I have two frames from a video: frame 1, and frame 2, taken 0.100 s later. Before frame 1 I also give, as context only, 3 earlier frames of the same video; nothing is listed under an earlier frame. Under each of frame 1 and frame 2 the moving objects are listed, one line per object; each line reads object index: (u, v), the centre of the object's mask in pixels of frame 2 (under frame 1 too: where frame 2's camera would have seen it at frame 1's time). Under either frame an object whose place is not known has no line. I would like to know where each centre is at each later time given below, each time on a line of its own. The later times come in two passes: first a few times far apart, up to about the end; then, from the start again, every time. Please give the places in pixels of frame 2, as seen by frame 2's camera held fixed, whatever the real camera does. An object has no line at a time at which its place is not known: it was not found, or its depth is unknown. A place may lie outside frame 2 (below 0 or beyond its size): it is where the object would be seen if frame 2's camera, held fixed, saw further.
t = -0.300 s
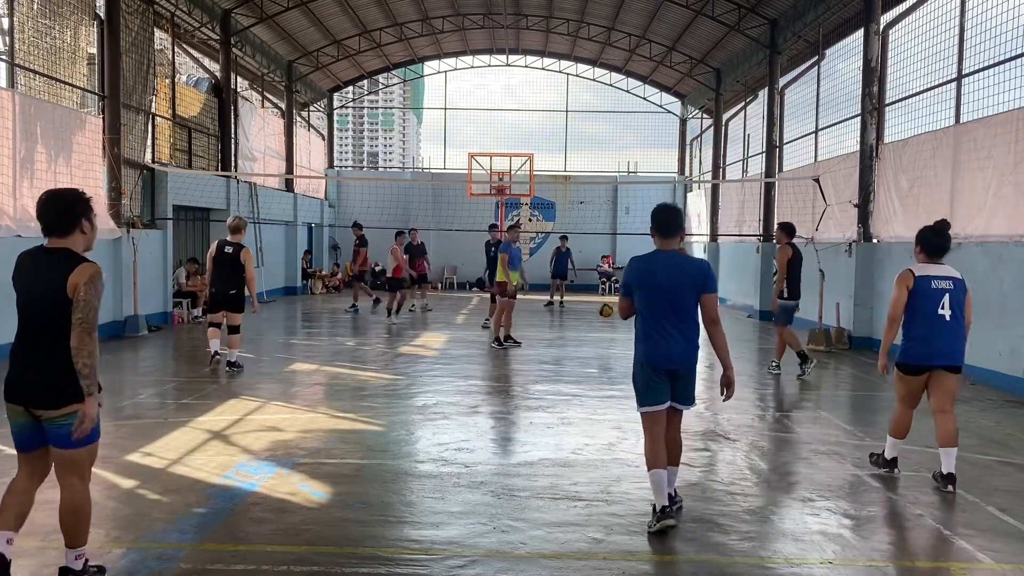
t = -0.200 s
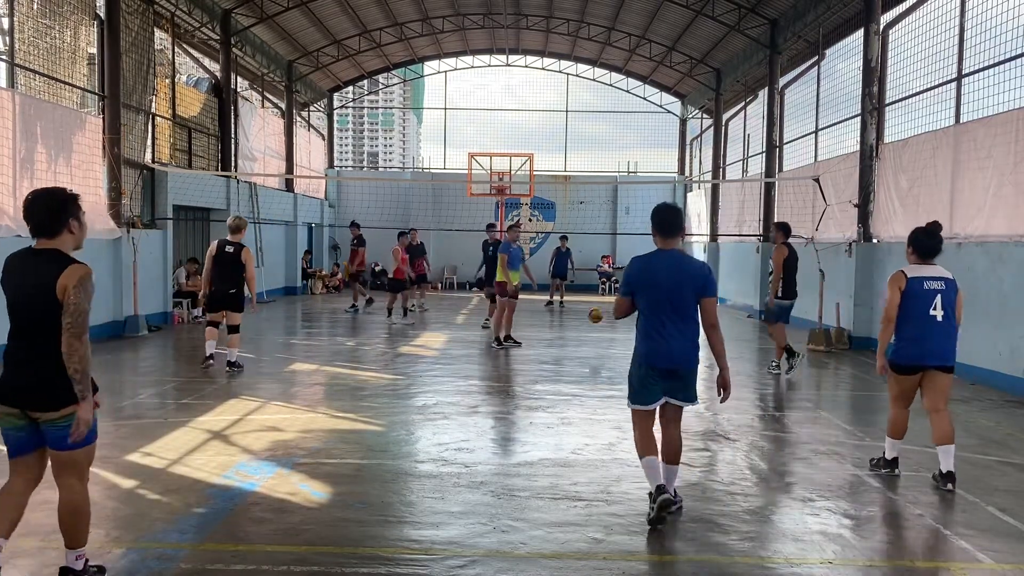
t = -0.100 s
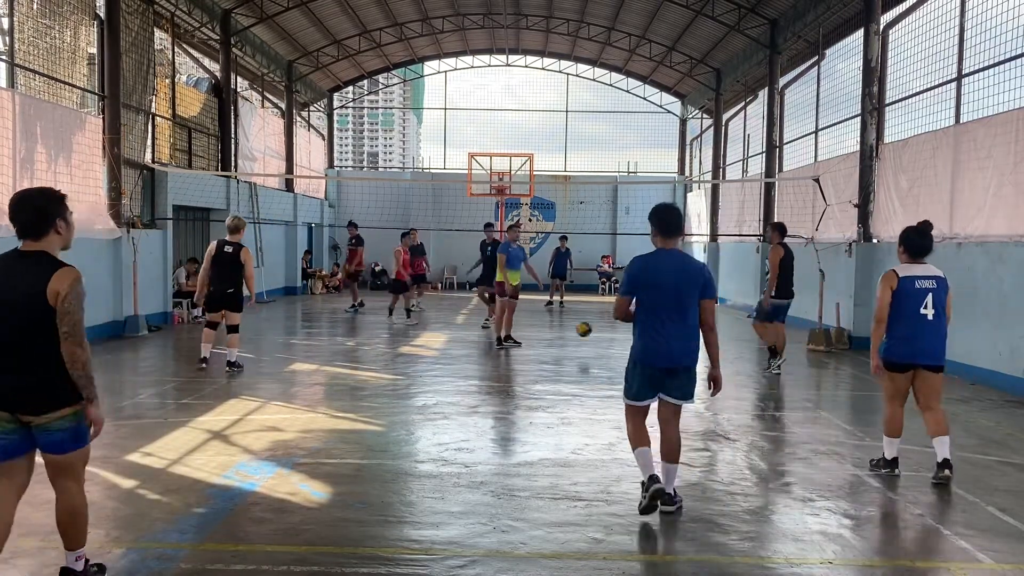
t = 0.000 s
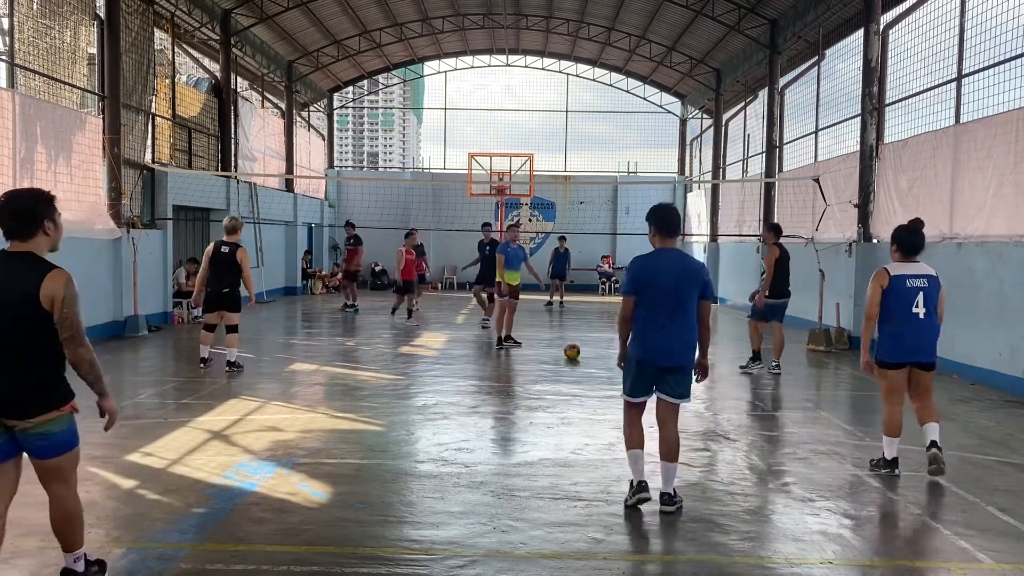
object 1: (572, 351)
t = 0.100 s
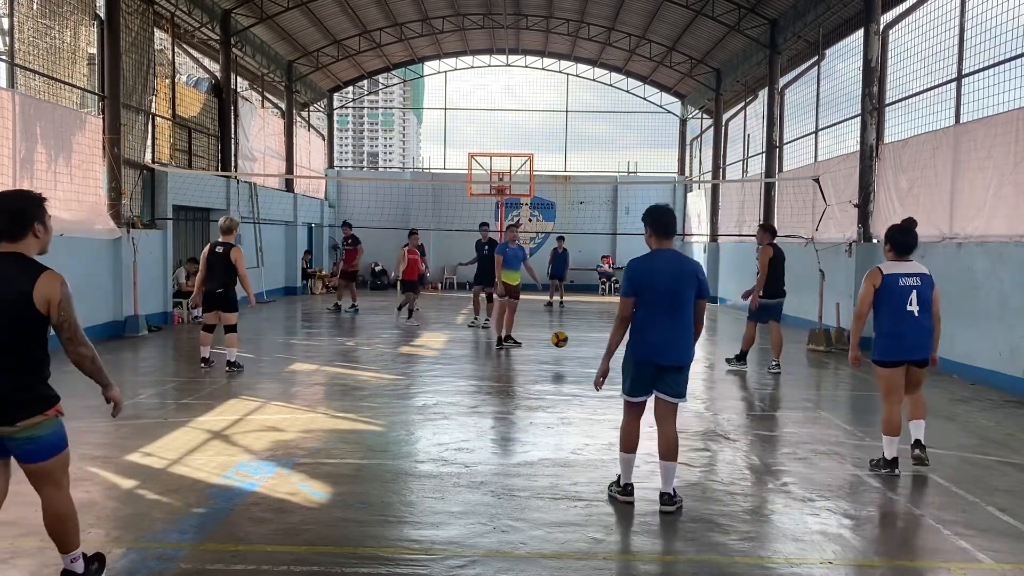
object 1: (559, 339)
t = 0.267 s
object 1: (537, 335)
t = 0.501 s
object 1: (499, 371)
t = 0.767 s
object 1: (445, 366)
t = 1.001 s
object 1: (386, 402)
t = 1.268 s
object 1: (299, 426)
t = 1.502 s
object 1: (197, 455)
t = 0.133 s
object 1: (555, 337)
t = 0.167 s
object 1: (550, 334)
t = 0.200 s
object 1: (546, 334)
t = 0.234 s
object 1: (541, 334)
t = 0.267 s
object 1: (537, 335)
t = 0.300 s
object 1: (531, 337)
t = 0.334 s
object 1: (528, 339)
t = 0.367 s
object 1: (521, 343)
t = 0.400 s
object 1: (516, 350)
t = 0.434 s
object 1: (510, 355)
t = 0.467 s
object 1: (505, 363)
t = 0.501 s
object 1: (499, 371)
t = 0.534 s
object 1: (492, 374)
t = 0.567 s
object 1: (486, 369)
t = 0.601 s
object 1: (481, 366)
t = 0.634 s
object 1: (473, 365)
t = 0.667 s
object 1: (467, 363)
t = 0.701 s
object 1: (460, 363)
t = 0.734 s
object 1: (453, 364)
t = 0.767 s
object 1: (445, 366)
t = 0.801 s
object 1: (437, 370)
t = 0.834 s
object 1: (430, 375)
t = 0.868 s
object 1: (422, 382)
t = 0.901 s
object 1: (413, 390)
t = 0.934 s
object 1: (405, 400)
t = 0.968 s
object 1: (395, 406)
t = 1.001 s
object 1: (386, 402)
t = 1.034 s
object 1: (378, 400)
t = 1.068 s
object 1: (367, 400)
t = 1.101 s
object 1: (357, 400)
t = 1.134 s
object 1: (346, 402)
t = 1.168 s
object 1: (336, 405)
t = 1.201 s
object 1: (323, 410)
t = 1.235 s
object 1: (311, 417)
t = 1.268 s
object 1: (299, 426)
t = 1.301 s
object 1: (286, 438)
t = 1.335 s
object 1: (272, 450)
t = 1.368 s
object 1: (258, 447)
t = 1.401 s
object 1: (245, 447)
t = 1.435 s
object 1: (230, 447)
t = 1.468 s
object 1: (214, 451)
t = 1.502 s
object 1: (197, 455)
